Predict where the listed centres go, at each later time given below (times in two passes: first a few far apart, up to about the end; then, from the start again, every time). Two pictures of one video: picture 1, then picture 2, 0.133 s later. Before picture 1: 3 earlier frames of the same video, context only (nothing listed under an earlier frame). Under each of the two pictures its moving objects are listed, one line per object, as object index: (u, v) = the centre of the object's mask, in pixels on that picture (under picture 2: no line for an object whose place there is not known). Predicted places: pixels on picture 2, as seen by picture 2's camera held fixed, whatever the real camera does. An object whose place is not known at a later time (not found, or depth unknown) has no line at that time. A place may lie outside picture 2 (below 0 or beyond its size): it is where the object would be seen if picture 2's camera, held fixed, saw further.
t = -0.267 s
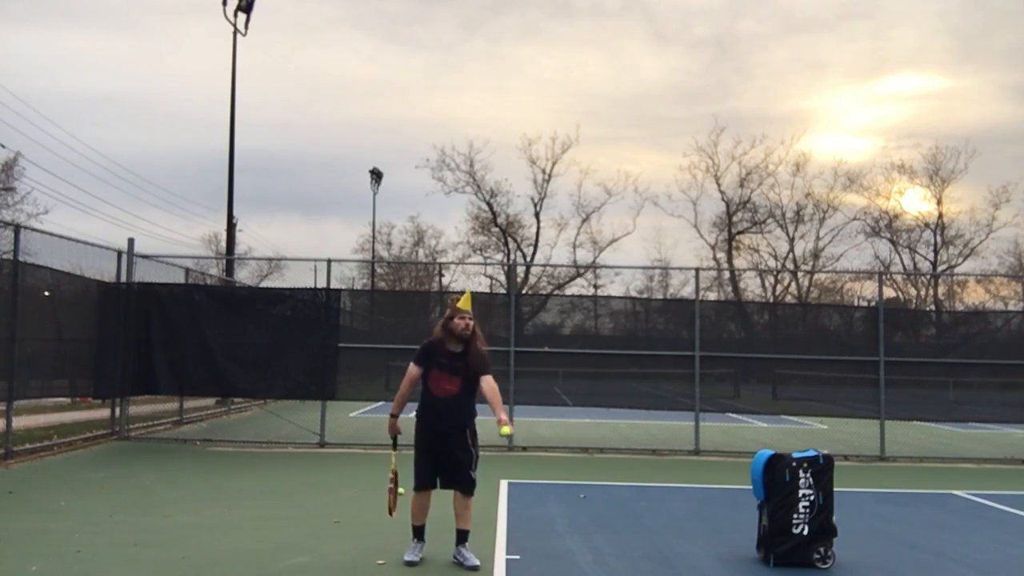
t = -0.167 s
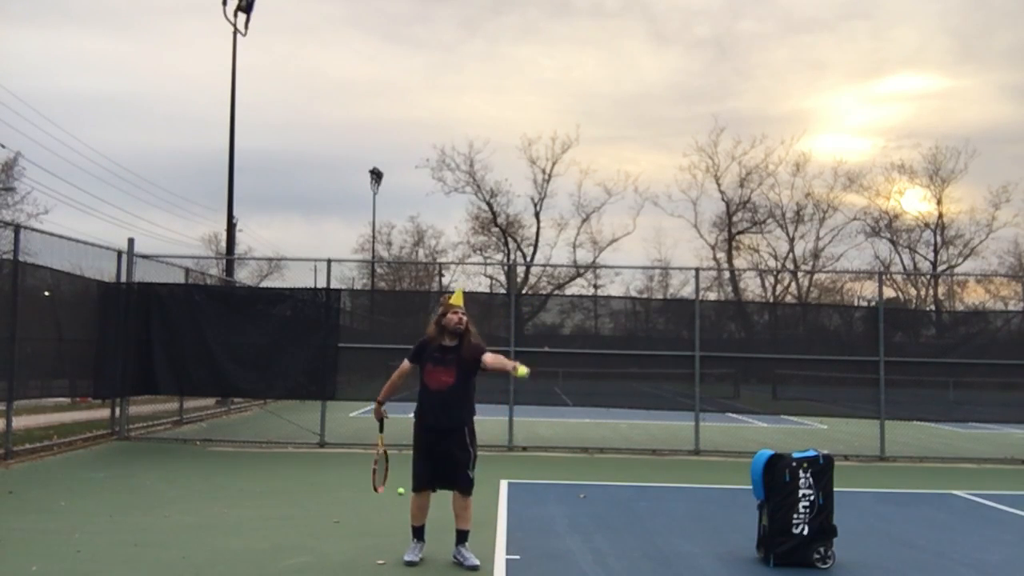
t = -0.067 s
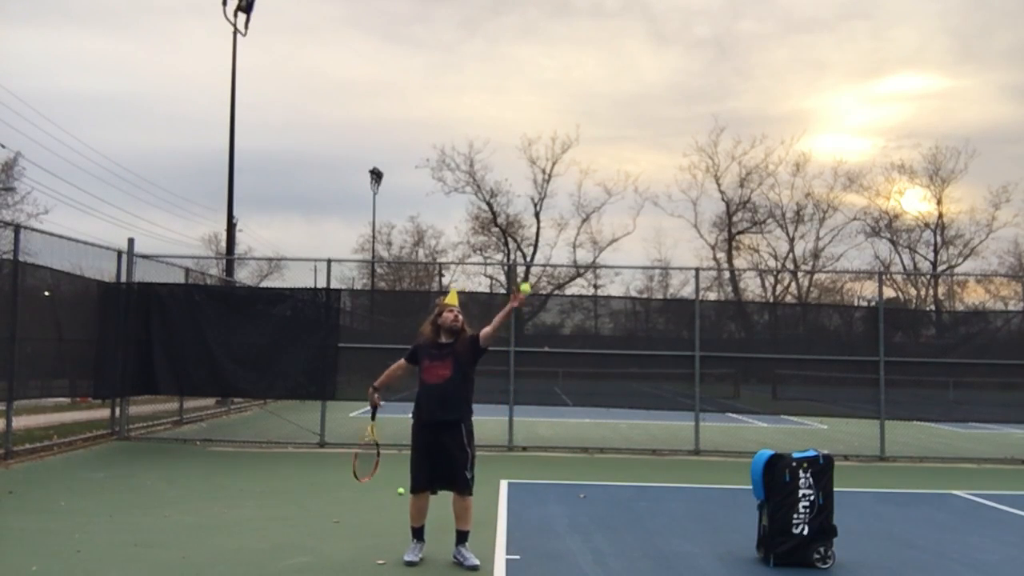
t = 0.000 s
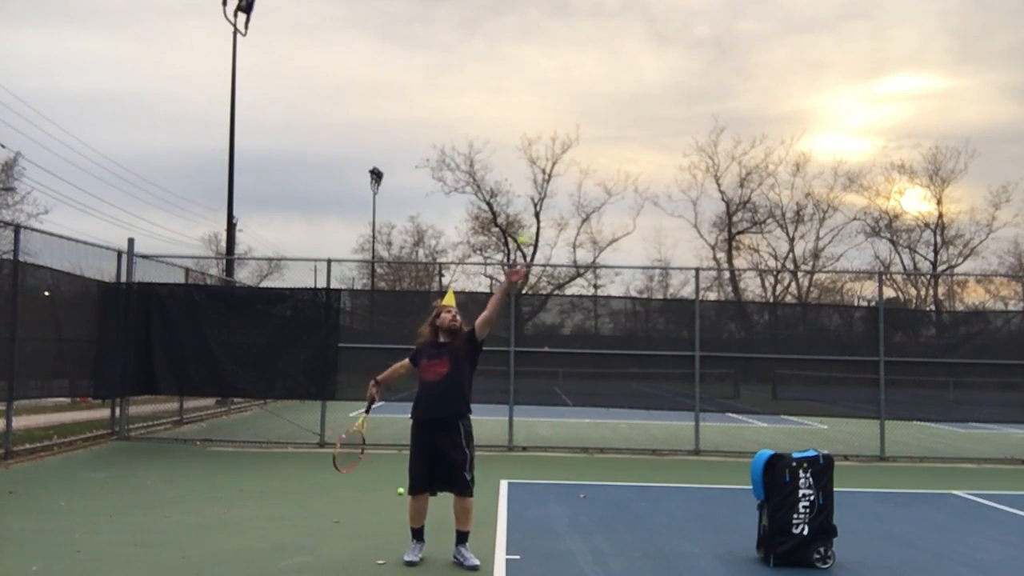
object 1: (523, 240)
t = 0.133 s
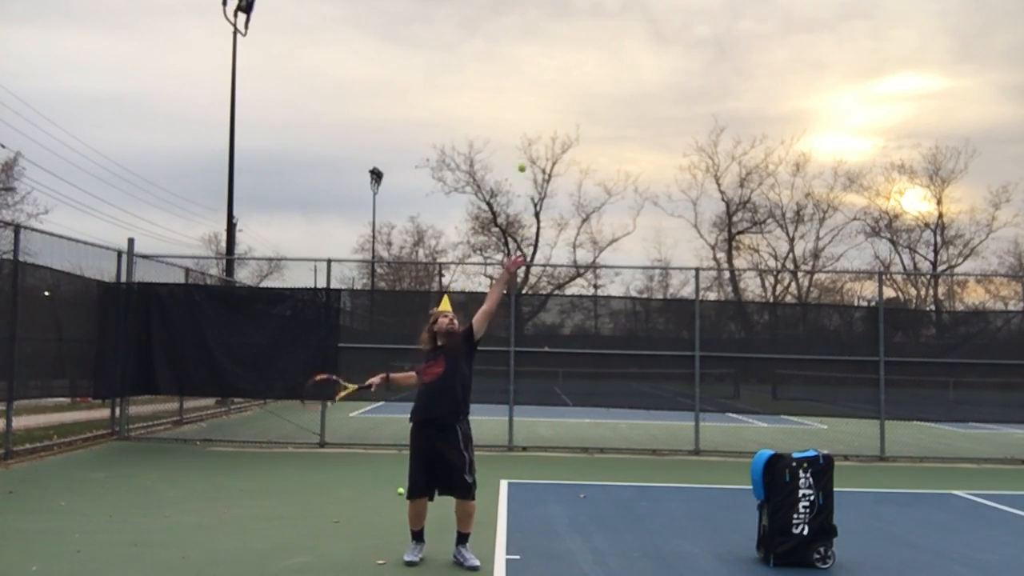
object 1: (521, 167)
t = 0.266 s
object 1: (519, 121)
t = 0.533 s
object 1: (514, 103)
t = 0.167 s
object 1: (521, 153)
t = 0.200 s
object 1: (521, 141)
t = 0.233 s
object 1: (520, 130)
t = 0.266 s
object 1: (519, 121)
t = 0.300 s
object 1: (519, 113)
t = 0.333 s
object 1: (518, 107)
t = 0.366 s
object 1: (517, 103)
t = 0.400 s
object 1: (517, 100)
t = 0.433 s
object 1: (516, 98)
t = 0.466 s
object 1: (515, 98)
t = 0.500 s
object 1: (515, 100)
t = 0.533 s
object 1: (514, 103)
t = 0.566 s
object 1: (513, 107)
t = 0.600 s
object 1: (512, 112)
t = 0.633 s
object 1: (511, 120)
